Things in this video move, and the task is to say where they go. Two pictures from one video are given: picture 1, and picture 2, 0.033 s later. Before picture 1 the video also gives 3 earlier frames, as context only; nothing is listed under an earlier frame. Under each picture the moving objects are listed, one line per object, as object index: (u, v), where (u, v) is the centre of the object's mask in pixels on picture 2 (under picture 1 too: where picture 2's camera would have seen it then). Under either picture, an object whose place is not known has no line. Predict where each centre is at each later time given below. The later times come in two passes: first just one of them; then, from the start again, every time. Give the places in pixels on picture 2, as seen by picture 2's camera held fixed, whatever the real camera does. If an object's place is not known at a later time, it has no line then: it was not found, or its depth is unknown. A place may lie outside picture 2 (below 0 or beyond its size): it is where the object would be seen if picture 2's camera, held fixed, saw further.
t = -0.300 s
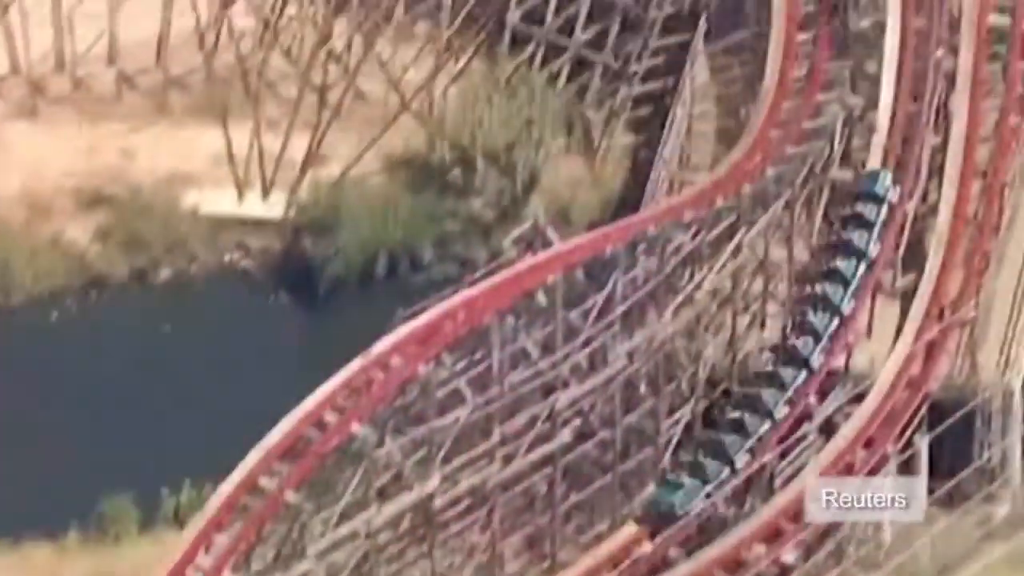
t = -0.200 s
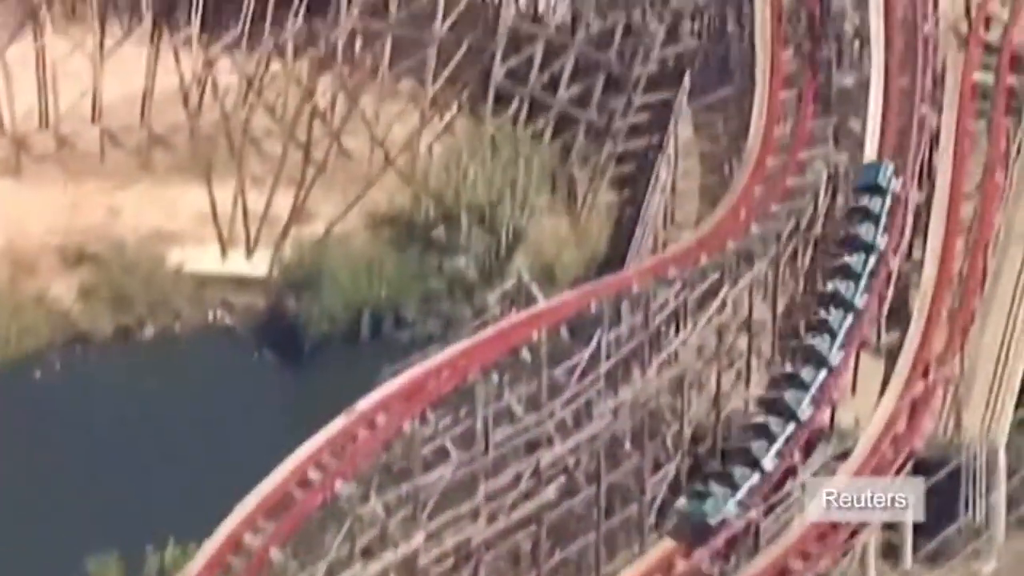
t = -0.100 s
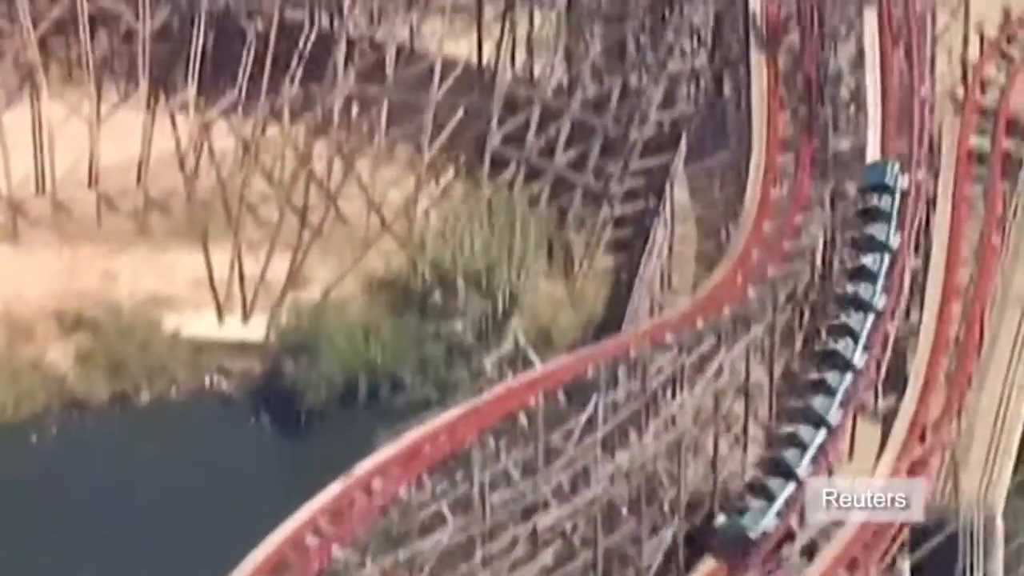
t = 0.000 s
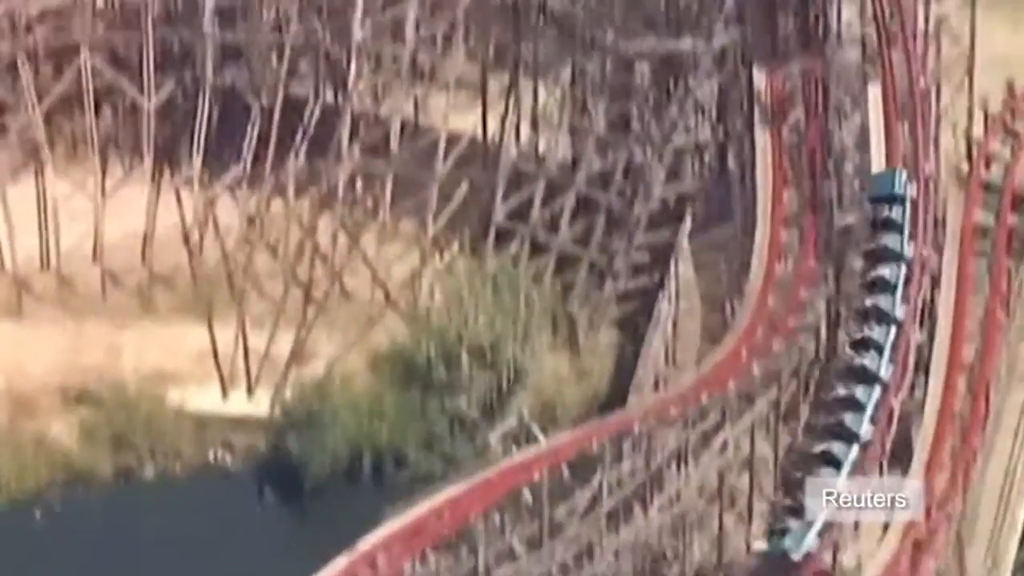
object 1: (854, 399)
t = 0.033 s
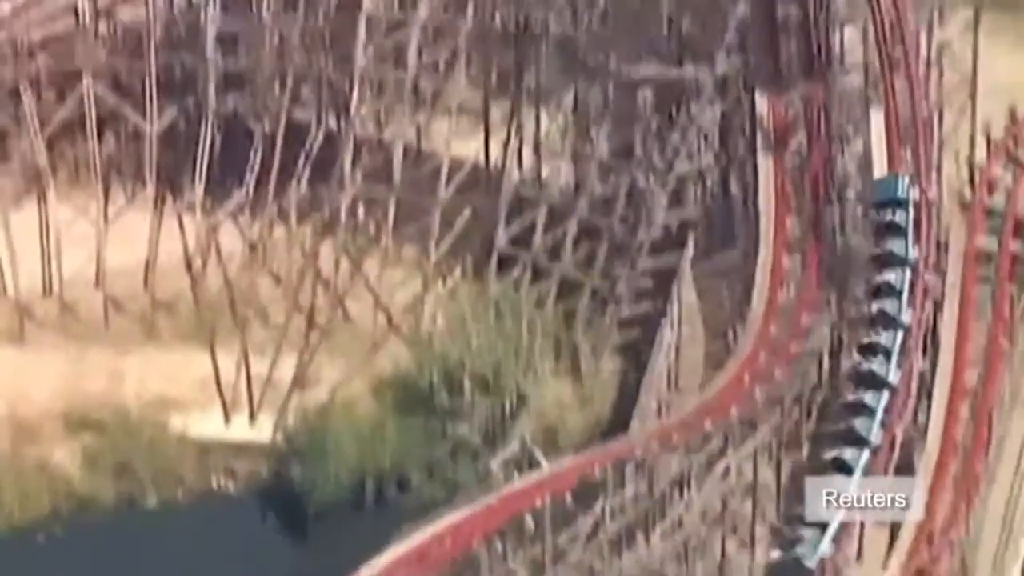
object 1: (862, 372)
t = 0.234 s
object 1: (888, 226)
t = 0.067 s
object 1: (869, 348)
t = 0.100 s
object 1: (874, 320)
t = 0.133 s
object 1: (879, 297)
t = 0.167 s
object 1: (891, 235)
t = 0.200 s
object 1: (886, 252)
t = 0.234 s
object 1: (888, 226)
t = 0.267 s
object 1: (889, 204)
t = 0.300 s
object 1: (890, 183)
